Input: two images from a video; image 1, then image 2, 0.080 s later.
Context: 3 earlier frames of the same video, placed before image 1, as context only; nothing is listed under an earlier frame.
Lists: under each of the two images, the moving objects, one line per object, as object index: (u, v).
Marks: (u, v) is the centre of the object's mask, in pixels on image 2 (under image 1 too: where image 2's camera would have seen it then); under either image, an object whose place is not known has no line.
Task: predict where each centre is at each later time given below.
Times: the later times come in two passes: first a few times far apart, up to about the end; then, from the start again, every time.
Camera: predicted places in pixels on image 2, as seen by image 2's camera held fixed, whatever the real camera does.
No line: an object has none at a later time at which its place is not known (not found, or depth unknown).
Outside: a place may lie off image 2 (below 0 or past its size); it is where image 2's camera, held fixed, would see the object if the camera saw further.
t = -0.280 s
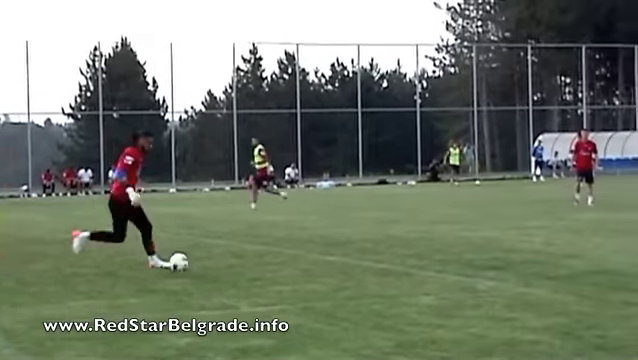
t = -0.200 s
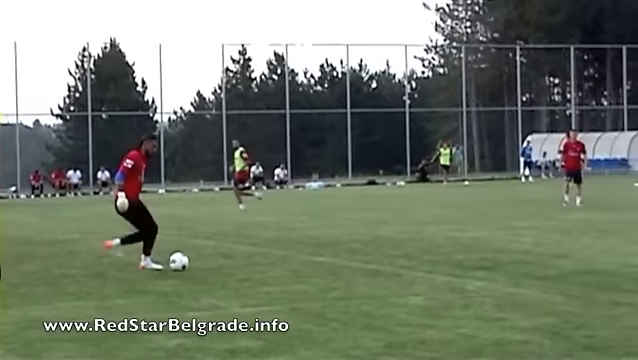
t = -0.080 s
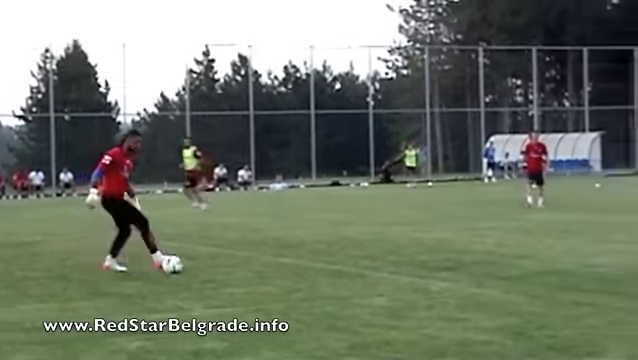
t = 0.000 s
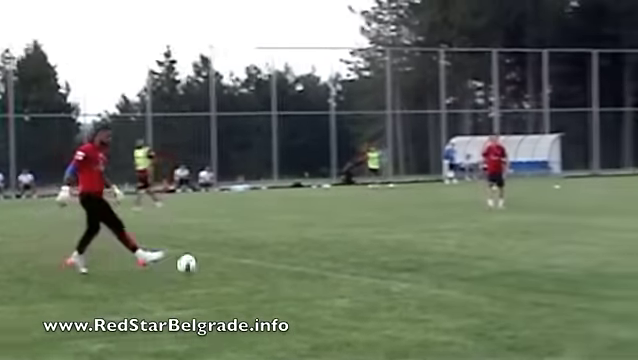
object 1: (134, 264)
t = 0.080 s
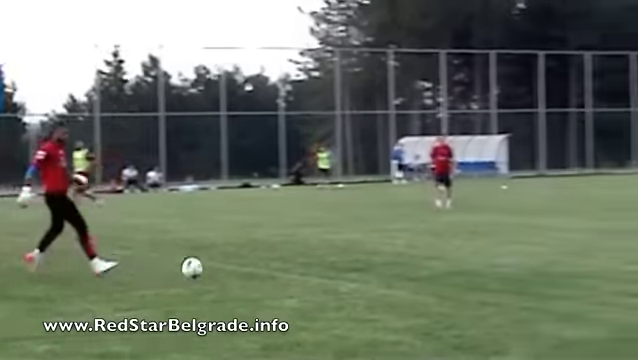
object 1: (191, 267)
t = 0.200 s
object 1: (275, 272)
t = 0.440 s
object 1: (436, 281)
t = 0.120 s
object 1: (221, 271)
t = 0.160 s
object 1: (251, 275)
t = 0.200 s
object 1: (275, 272)
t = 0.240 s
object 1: (300, 269)
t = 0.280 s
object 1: (326, 267)
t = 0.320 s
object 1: (352, 269)
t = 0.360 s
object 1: (379, 271)
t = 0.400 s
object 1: (407, 274)
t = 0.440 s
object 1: (436, 281)
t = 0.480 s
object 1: (465, 288)
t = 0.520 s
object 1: (489, 287)
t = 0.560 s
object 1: (514, 285)
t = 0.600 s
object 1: (542, 285)
